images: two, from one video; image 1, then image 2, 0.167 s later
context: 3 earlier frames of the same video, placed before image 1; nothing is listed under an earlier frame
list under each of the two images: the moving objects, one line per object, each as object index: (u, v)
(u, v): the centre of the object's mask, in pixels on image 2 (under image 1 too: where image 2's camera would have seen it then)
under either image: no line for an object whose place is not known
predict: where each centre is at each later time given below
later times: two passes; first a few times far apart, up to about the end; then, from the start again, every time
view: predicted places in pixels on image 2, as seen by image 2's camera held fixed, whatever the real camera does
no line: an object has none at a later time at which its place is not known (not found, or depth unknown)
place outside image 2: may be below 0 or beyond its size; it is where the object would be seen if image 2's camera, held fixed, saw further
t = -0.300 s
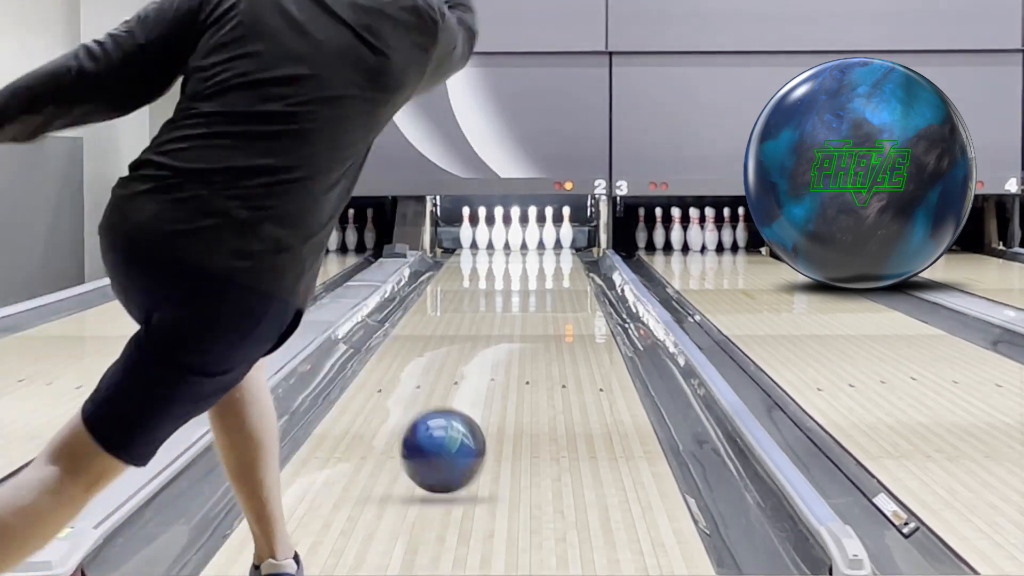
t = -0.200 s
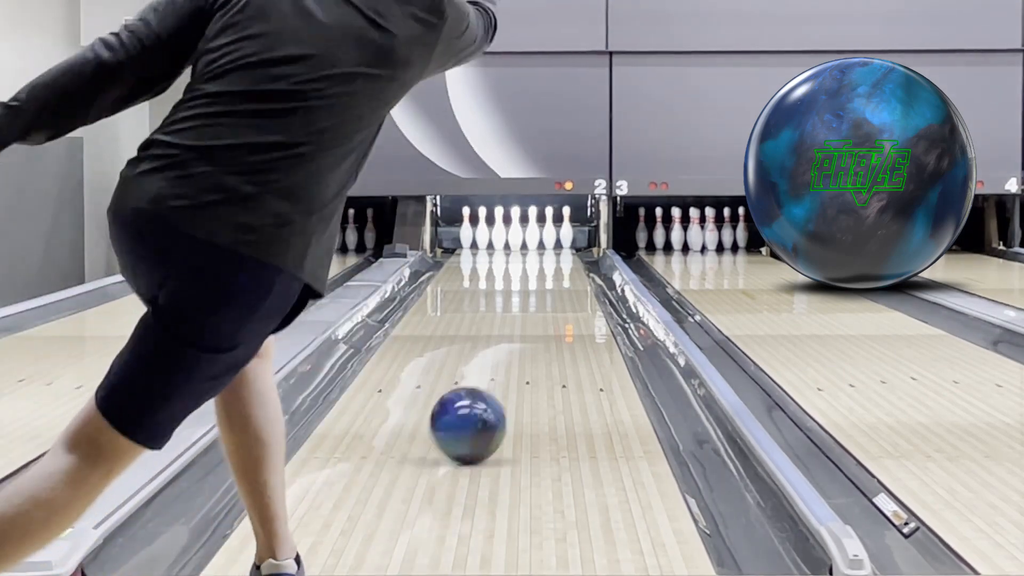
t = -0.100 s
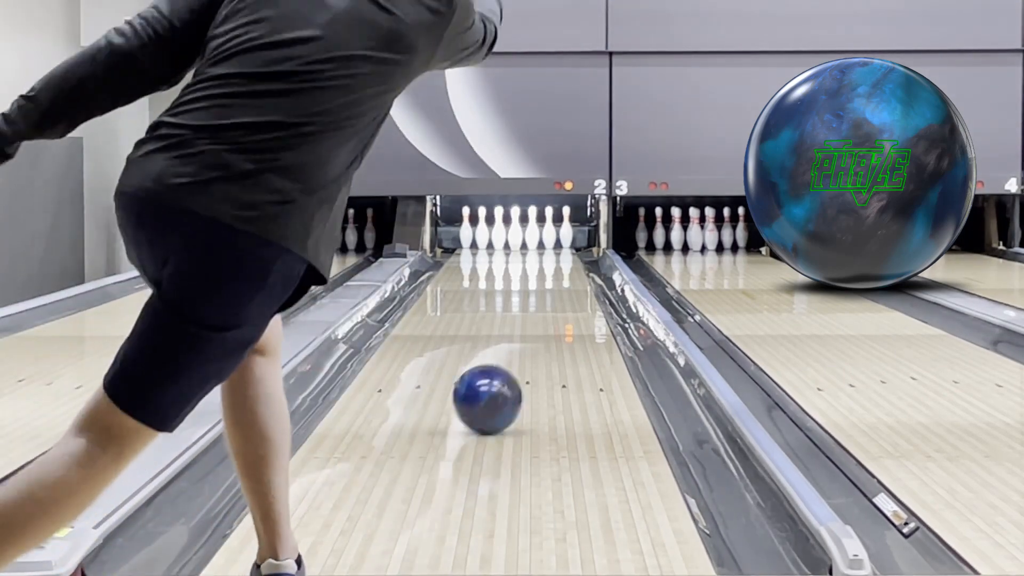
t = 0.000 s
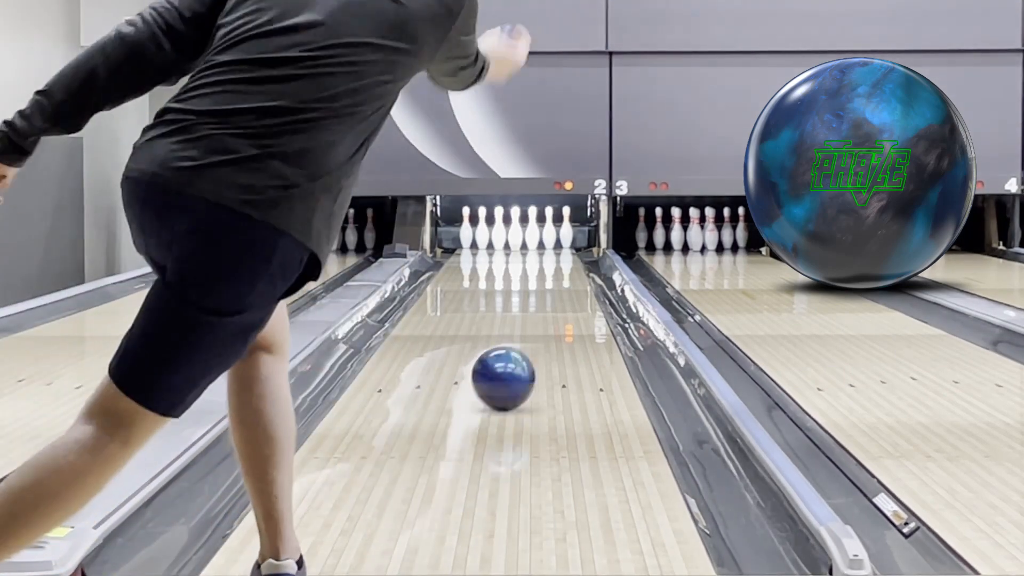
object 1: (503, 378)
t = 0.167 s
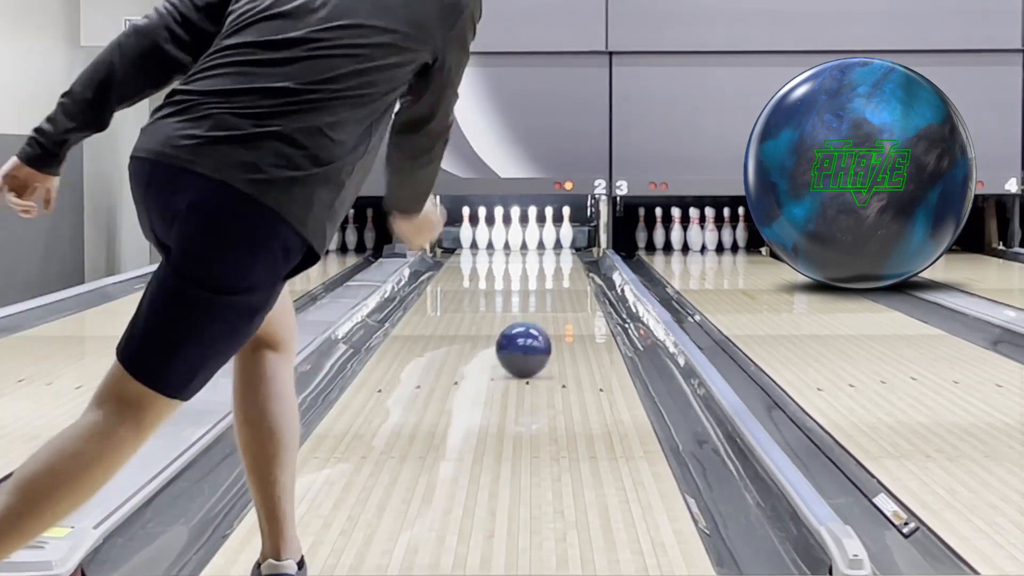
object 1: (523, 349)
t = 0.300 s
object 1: (536, 331)
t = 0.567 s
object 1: (553, 305)
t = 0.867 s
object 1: (564, 283)
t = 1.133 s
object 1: (567, 269)
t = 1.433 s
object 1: (562, 256)
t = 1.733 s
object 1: (545, 247)
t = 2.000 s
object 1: (522, 241)
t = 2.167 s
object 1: (512, 237)
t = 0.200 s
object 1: (526, 344)
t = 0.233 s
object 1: (530, 339)
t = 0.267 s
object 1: (533, 335)
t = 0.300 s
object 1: (536, 331)
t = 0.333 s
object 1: (538, 327)
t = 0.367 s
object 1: (541, 323)
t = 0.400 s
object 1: (543, 320)
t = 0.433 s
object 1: (545, 316)
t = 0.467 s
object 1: (547, 313)
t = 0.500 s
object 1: (549, 310)
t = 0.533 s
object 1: (551, 307)
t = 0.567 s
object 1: (553, 305)
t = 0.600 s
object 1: (554, 302)
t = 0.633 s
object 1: (556, 299)
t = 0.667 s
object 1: (557, 296)
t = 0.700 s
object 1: (558, 294)
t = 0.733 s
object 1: (560, 292)
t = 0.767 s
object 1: (561, 289)
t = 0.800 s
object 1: (562, 287)
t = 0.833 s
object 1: (563, 285)
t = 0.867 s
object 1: (564, 283)
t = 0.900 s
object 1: (564, 281)
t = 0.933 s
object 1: (565, 279)
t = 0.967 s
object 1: (566, 278)
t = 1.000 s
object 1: (566, 276)
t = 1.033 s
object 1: (567, 274)
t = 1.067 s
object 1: (567, 272)
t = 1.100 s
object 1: (567, 270)
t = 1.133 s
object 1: (567, 269)
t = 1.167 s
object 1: (568, 267)
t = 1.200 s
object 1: (567, 266)
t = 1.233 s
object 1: (567, 264)
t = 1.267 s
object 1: (567, 262)
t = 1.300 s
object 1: (566, 261)
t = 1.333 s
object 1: (565, 260)
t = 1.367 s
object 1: (564, 258)
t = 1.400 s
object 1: (563, 257)
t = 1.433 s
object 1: (562, 256)
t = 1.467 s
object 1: (561, 255)
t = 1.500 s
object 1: (559, 254)
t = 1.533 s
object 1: (557, 252)
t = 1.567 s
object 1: (555, 251)
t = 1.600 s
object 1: (553, 251)
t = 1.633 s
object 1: (551, 250)
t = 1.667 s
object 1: (549, 249)
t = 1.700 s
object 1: (547, 248)
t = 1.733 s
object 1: (545, 247)
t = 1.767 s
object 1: (542, 246)
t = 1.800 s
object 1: (539, 245)
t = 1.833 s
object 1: (536, 245)
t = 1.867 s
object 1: (534, 244)
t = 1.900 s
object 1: (530, 243)
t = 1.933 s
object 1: (528, 242)
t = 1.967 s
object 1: (525, 241)
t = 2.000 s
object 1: (522, 241)
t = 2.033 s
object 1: (519, 240)
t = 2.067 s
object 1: (518, 239)
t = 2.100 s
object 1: (517, 239)
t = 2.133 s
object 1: (515, 238)
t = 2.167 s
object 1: (512, 237)
